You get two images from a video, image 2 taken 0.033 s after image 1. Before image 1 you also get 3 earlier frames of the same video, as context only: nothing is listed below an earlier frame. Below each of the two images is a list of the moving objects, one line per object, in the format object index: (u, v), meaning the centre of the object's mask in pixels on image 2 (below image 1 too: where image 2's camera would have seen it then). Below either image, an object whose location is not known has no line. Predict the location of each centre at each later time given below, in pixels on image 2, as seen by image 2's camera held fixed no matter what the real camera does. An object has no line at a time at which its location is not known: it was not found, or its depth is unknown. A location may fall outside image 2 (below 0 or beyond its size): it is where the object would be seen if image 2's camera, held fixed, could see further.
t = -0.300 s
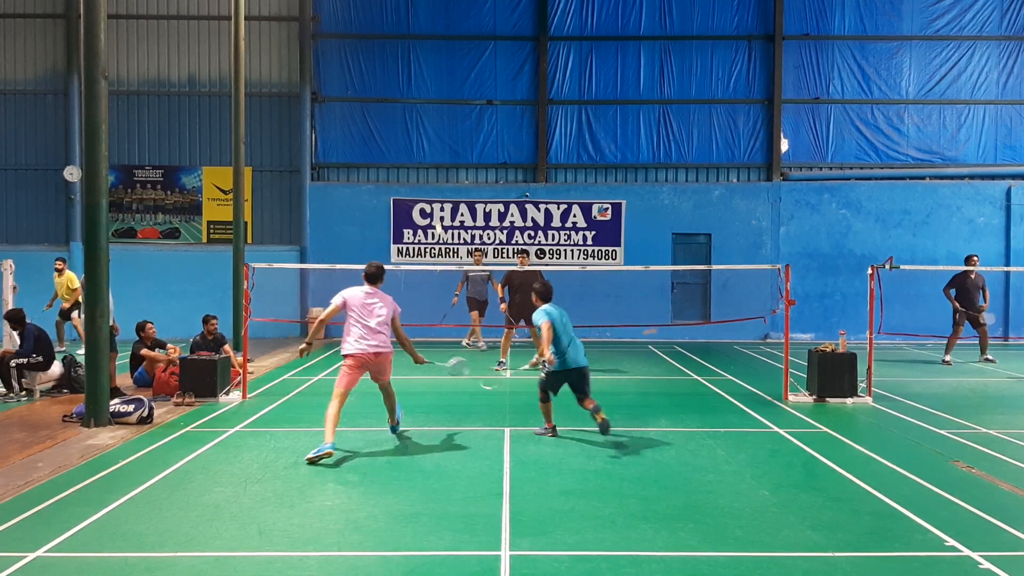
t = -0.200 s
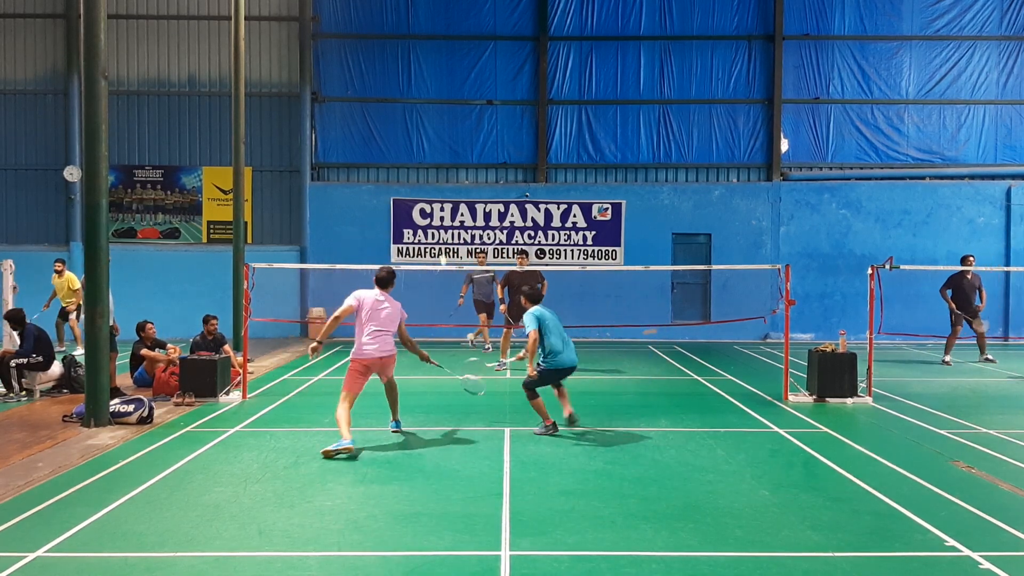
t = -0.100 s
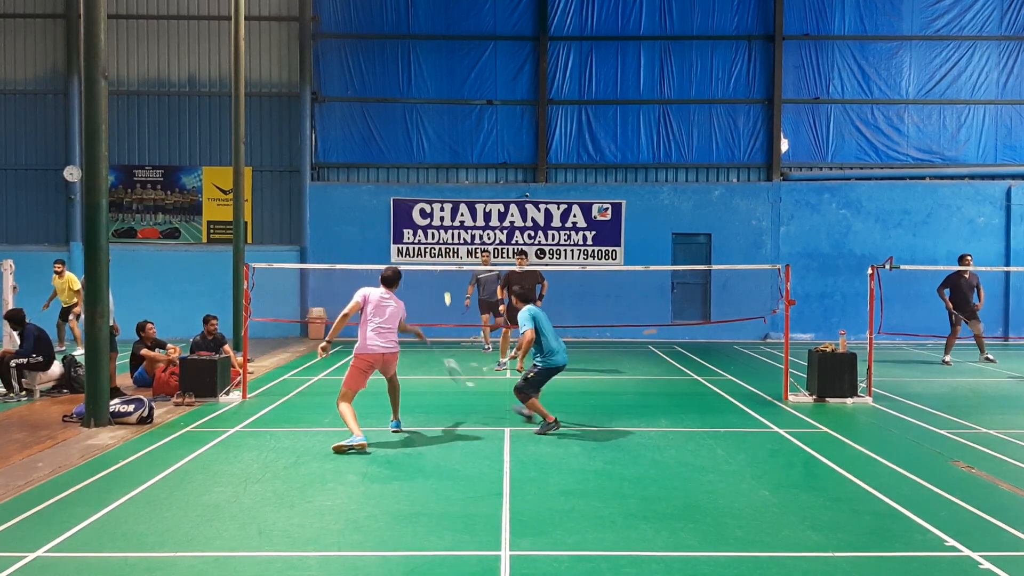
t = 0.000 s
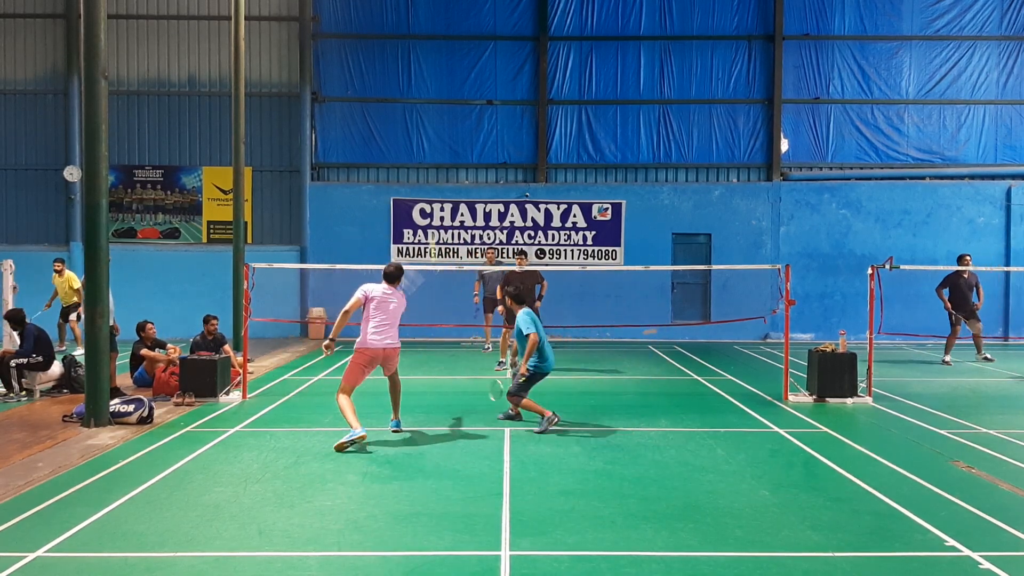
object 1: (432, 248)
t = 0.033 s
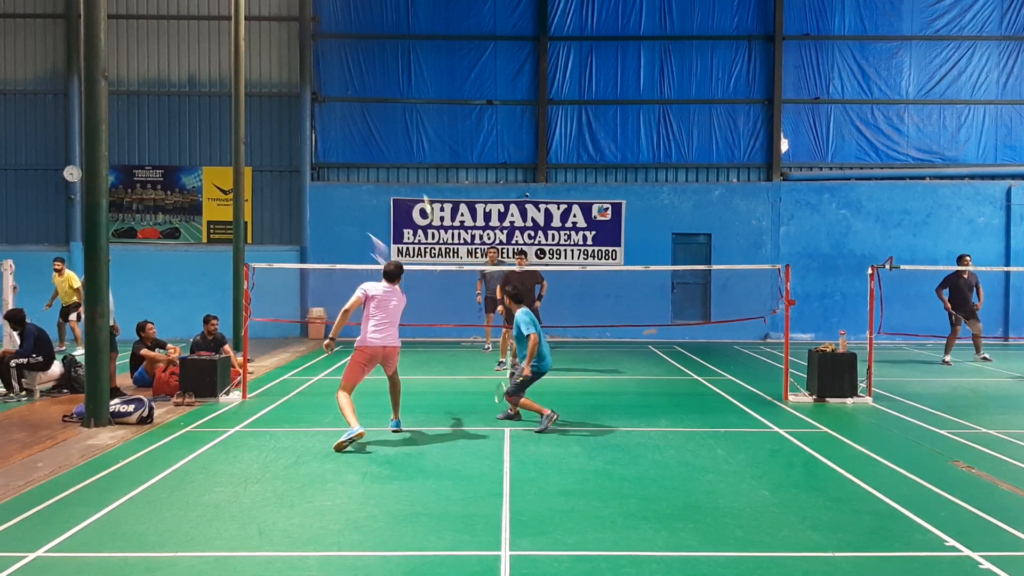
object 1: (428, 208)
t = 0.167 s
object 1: (404, 104)
